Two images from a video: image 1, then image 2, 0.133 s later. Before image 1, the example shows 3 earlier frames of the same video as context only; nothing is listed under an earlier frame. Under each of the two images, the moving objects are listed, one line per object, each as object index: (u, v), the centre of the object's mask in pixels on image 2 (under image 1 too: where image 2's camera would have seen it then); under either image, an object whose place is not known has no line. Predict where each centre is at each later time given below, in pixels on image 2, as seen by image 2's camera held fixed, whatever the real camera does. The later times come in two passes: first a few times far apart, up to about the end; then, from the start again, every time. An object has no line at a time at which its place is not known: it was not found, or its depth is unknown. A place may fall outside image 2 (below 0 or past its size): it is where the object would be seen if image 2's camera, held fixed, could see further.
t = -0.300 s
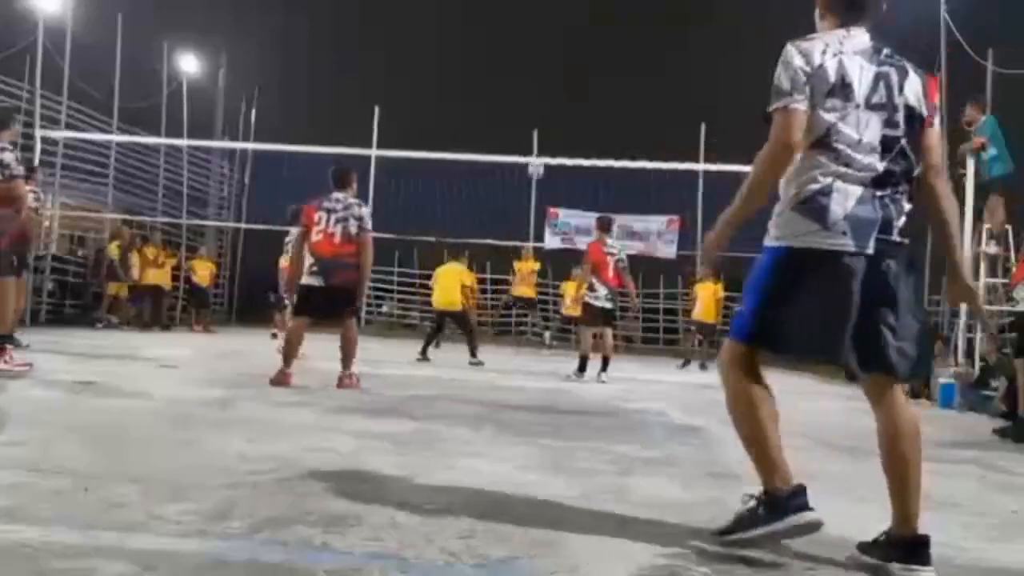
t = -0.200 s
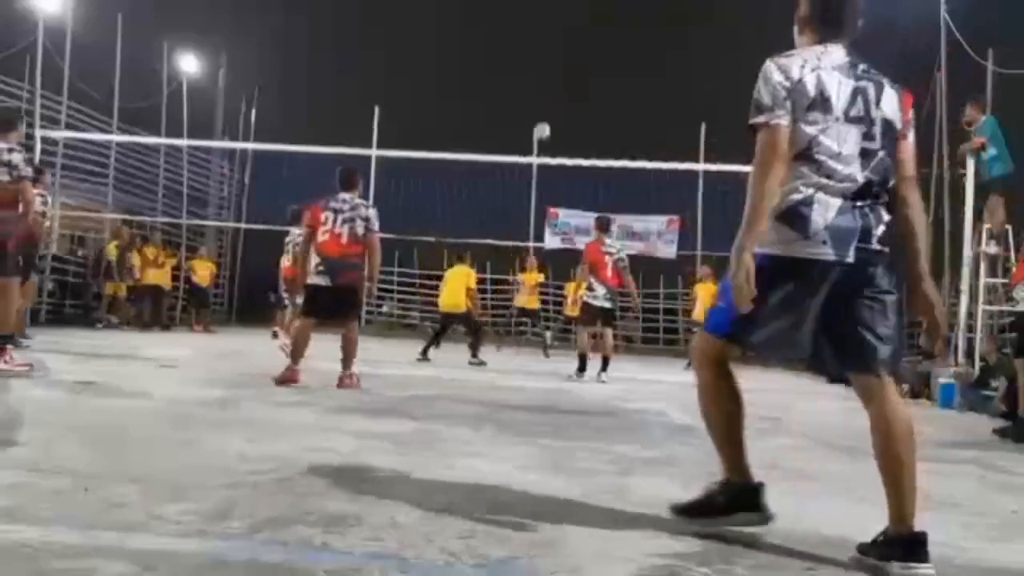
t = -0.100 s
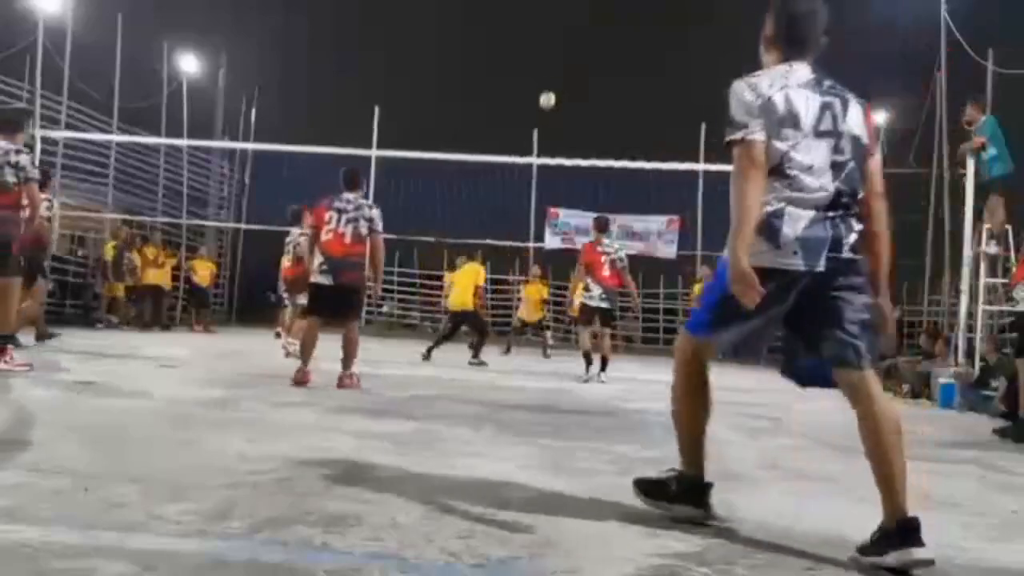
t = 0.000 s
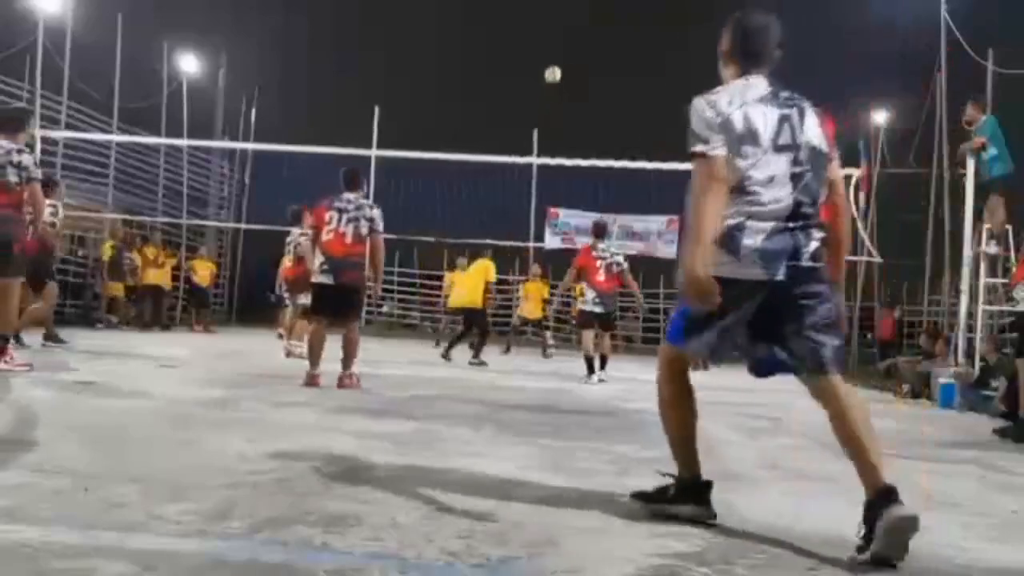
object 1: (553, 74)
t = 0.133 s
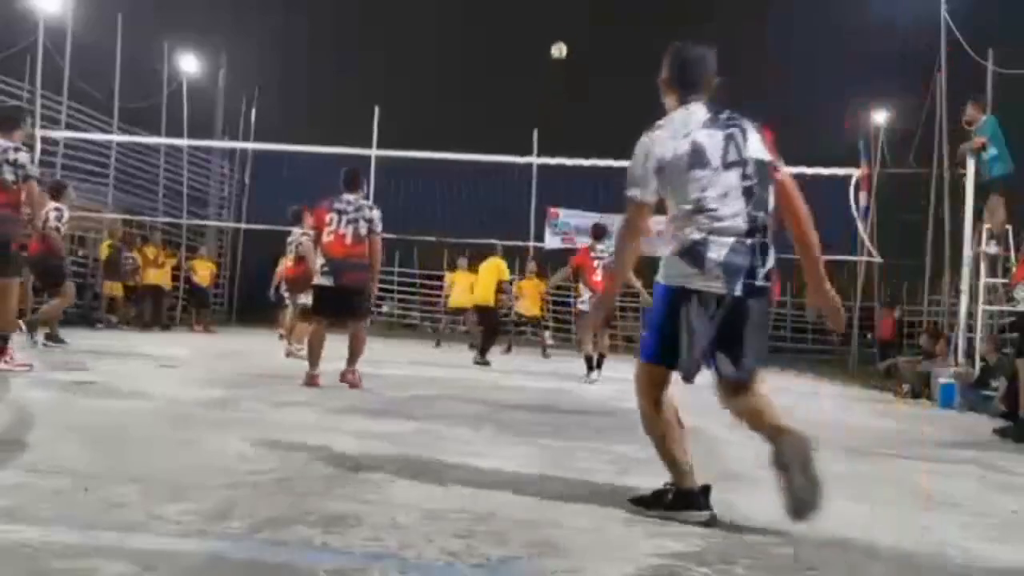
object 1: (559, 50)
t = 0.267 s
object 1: (564, 38)
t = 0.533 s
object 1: (574, 52)
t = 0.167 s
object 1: (560, 46)
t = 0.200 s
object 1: (562, 42)
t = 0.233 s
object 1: (563, 40)
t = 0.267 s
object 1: (564, 38)
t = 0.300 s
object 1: (566, 37)
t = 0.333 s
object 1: (567, 37)
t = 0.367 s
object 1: (568, 37)
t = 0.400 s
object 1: (569, 38)
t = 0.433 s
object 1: (571, 40)
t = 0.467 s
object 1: (572, 43)
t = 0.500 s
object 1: (573, 47)
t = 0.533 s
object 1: (574, 52)
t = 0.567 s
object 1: (575, 57)
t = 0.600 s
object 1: (575, 63)
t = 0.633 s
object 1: (576, 71)
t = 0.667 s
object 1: (578, 79)
